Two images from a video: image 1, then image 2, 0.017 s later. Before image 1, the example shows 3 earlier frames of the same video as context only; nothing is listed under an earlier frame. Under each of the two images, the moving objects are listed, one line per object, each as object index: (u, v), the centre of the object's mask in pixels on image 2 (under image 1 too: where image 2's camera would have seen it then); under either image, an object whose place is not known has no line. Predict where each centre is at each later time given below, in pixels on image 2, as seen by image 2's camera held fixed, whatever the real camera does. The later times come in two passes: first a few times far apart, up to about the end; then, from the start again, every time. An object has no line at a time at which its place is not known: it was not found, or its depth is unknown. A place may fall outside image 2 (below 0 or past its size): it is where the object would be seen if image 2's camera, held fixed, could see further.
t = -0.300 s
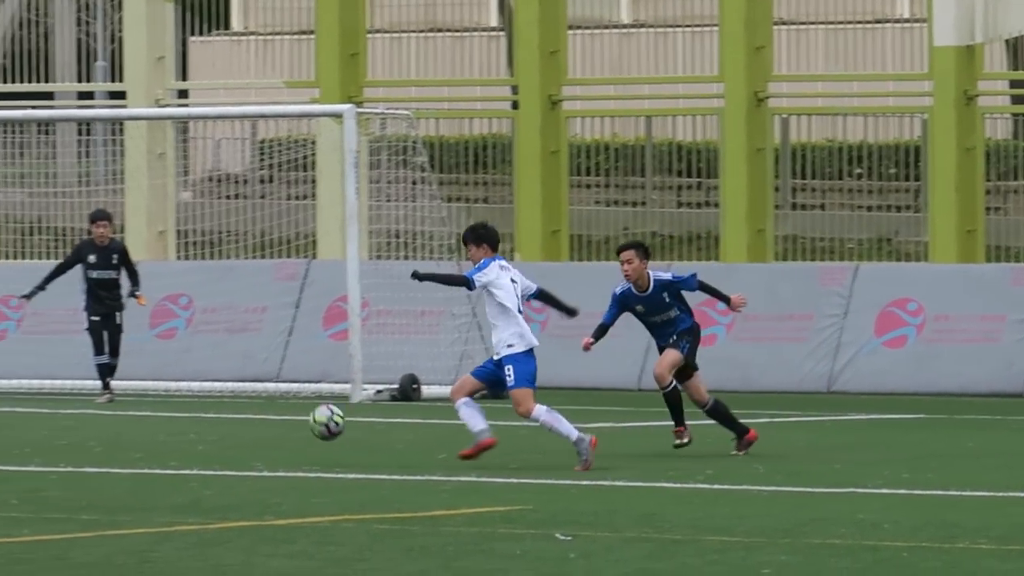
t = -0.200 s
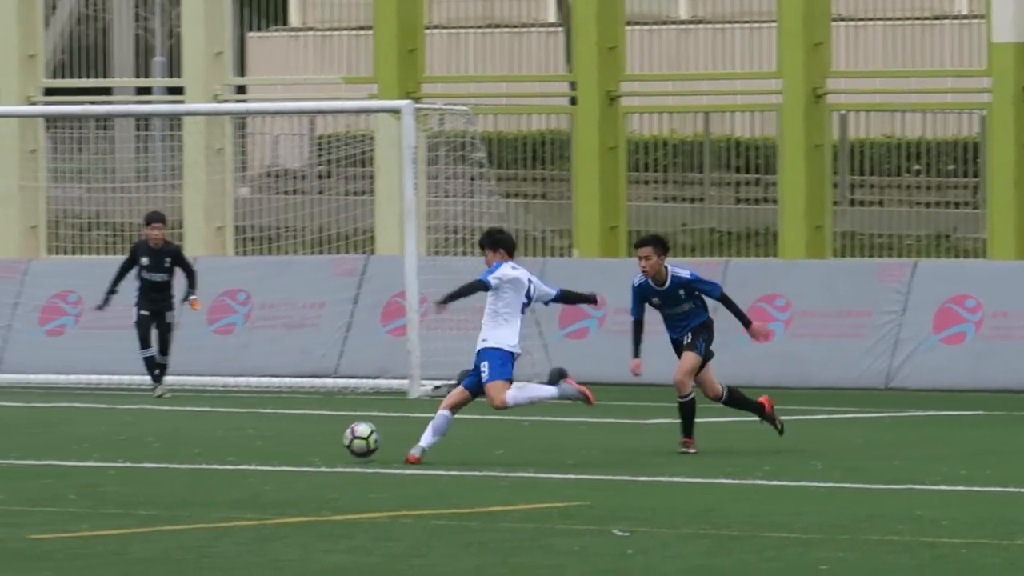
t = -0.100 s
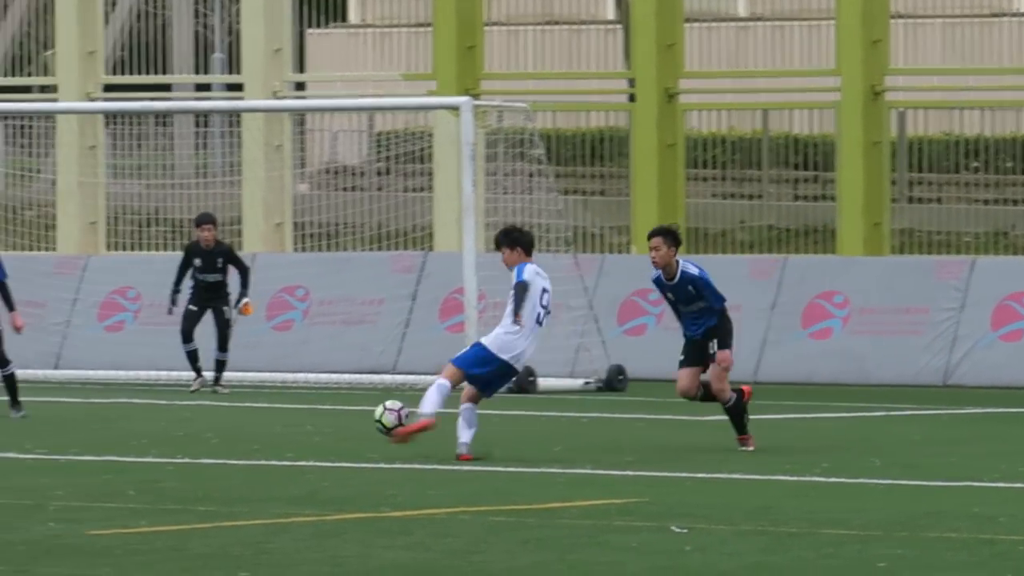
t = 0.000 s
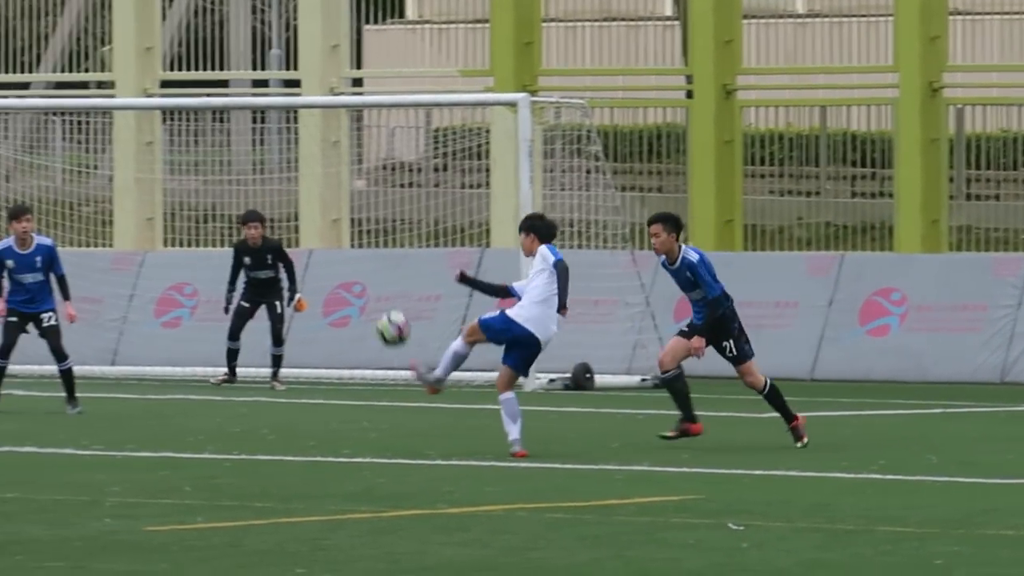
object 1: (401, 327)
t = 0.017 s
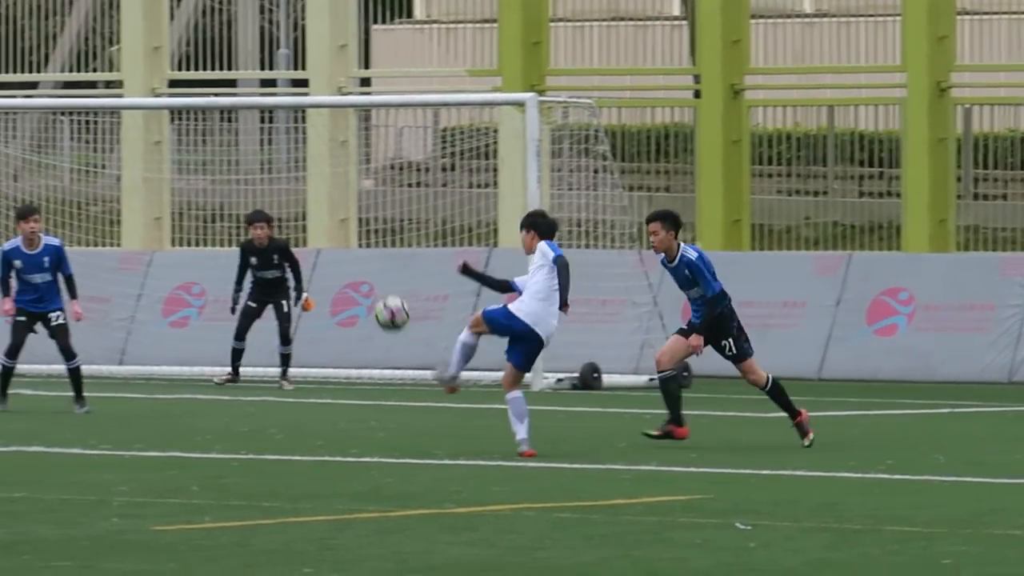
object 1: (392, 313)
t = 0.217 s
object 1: (308, 191)
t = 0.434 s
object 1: (260, 149)
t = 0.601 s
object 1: (247, 167)
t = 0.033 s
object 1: (383, 299)
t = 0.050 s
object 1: (375, 286)
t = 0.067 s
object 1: (367, 274)
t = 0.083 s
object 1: (359, 262)
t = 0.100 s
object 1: (351, 251)
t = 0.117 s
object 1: (344, 241)
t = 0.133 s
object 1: (337, 231)
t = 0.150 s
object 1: (330, 222)
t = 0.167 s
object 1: (324, 214)
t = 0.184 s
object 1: (318, 206)
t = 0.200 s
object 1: (313, 198)
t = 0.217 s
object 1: (308, 191)
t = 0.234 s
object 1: (303, 185)
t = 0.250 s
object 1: (299, 179)
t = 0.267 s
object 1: (295, 174)
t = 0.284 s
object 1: (290, 170)
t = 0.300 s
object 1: (286, 166)
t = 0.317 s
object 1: (282, 163)
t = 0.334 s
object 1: (278, 159)
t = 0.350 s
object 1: (275, 157)
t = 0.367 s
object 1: (271, 154)
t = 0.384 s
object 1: (269, 152)
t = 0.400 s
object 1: (265, 151)
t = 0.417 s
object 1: (263, 149)
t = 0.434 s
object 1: (260, 149)
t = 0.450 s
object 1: (258, 149)
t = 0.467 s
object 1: (256, 149)
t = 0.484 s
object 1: (255, 150)
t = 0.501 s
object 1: (253, 151)
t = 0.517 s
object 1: (252, 153)
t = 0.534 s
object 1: (251, 155)
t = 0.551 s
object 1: (250, 157)
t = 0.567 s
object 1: (249, 160)
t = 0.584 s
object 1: (248, 163)
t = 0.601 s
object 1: (247, 167)
